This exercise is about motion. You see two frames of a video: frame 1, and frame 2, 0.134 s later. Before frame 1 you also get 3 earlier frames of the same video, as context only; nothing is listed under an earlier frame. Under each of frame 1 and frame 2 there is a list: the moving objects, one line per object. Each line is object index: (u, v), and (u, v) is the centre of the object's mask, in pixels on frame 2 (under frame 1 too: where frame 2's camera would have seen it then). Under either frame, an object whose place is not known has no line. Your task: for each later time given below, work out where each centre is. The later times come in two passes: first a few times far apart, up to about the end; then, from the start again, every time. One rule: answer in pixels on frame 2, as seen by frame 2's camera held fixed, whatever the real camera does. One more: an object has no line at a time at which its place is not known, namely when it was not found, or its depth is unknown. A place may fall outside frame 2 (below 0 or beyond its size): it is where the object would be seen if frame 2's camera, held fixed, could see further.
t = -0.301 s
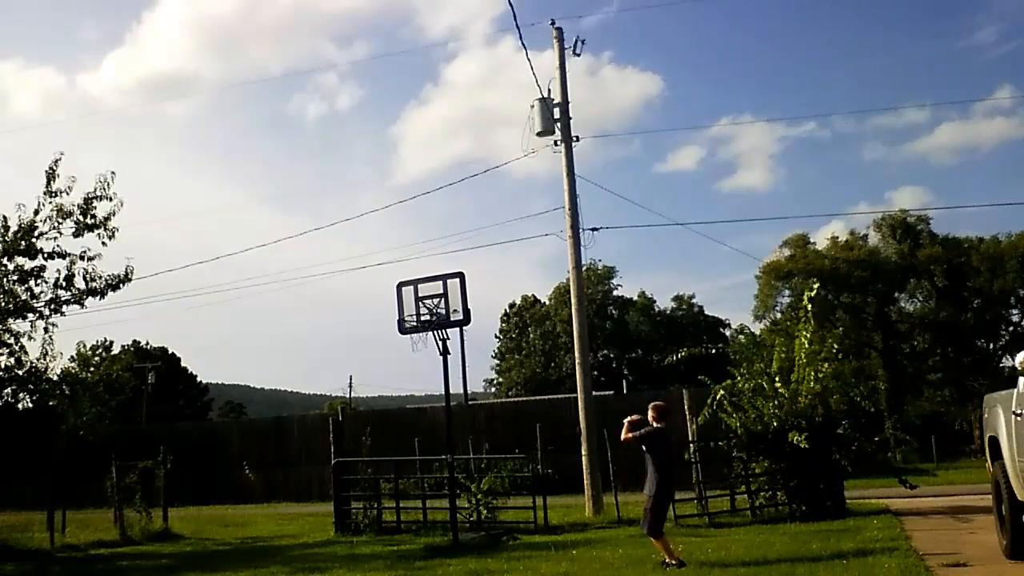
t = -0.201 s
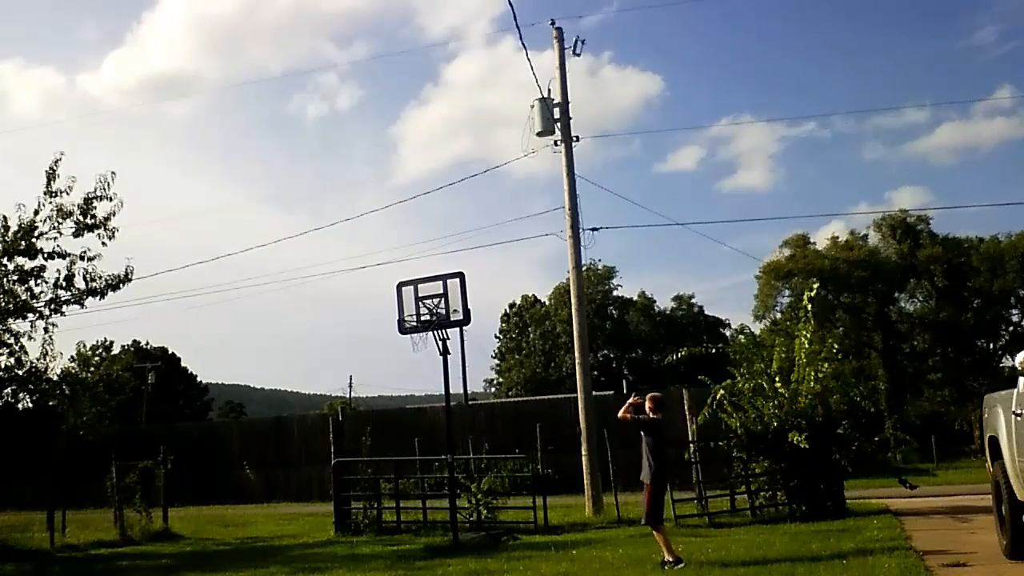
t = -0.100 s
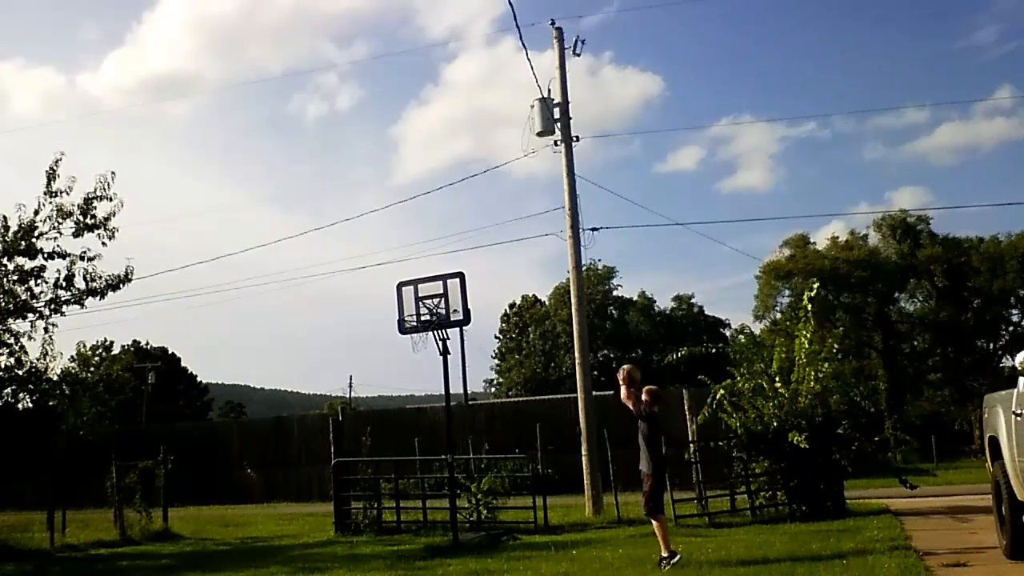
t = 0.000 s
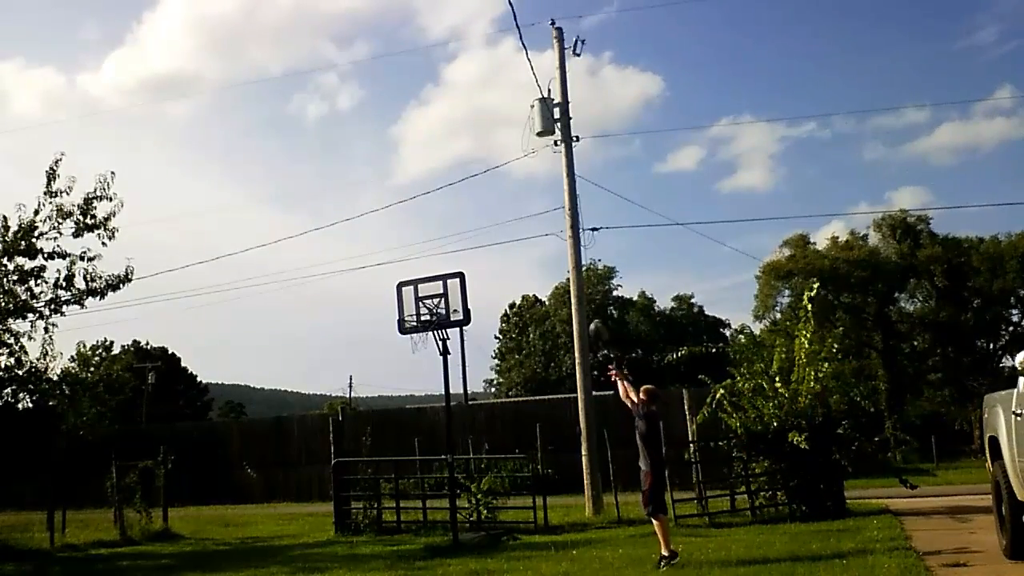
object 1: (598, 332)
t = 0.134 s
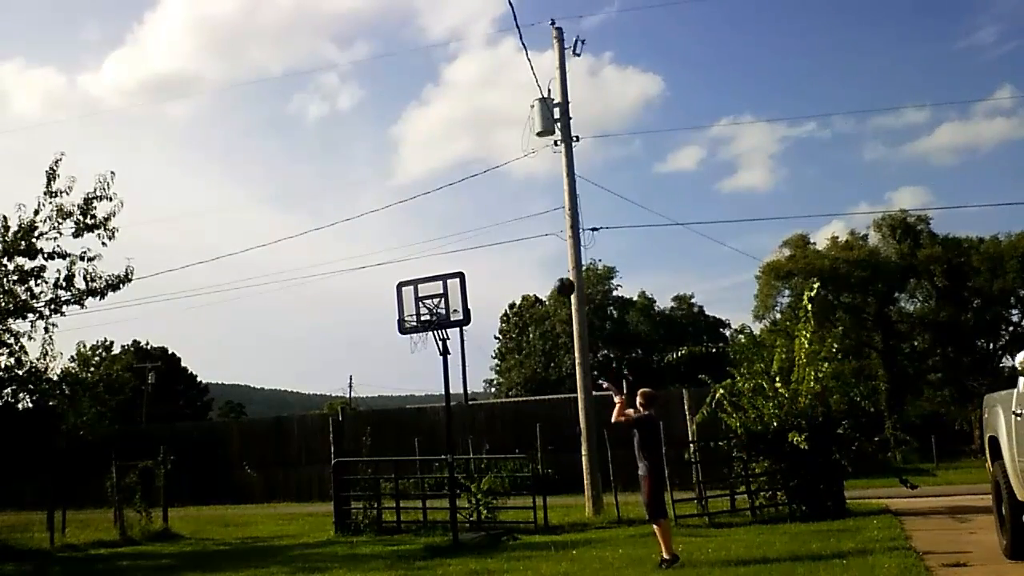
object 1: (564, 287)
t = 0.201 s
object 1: (547, 273)
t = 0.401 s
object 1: (503, 254)
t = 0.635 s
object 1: (460, 271)
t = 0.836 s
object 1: (426, 315)
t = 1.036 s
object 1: (413, 337)
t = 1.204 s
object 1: (411, 362)
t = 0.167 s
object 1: (556, 280)
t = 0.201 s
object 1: (547, 273)
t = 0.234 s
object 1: (539, 268)
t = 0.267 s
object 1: (532, 263)
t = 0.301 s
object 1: (525, 259)
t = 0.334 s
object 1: (517, 257)
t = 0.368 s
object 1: (510, 255)
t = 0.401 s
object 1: (503, 254)
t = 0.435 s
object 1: (497, 254)
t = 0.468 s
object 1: (490, 256)
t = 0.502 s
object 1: (484, 257)
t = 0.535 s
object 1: (477, 260)
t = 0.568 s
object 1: (471, 263)
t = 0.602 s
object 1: (466, 266)
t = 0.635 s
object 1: (460, 271)
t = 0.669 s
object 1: (453, 277)
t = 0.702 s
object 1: (448, 284)
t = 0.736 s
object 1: (443, 291)
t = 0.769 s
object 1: (437, 299)
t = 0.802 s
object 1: (432, 308)
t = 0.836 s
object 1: (426, 315)
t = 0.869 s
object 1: (419, 322)
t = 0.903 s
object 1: (418, 326)
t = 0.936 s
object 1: (416, 329)
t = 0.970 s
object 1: (414, 332)
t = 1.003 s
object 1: (414, 334)
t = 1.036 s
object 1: (413, 337)
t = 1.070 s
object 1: (413, 339)
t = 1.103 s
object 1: (412, 344)
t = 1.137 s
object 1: (412, 349)
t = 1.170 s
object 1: (412, 355)
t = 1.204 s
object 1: (411, 362)
